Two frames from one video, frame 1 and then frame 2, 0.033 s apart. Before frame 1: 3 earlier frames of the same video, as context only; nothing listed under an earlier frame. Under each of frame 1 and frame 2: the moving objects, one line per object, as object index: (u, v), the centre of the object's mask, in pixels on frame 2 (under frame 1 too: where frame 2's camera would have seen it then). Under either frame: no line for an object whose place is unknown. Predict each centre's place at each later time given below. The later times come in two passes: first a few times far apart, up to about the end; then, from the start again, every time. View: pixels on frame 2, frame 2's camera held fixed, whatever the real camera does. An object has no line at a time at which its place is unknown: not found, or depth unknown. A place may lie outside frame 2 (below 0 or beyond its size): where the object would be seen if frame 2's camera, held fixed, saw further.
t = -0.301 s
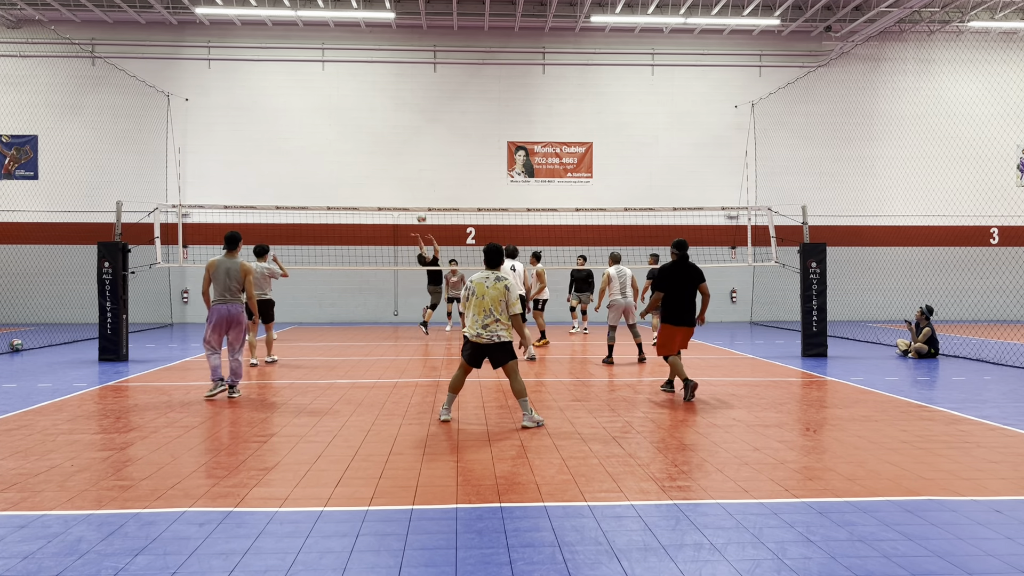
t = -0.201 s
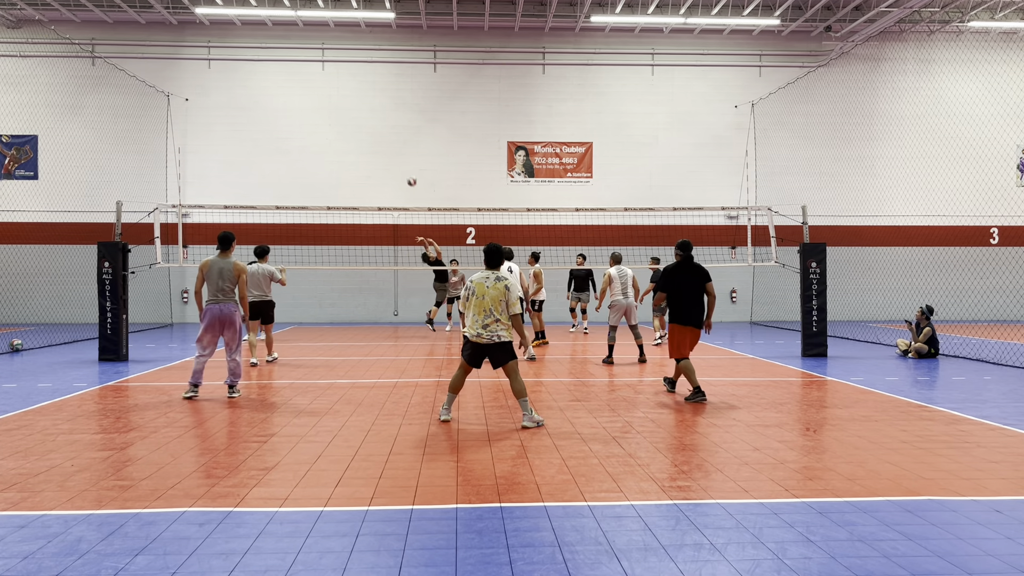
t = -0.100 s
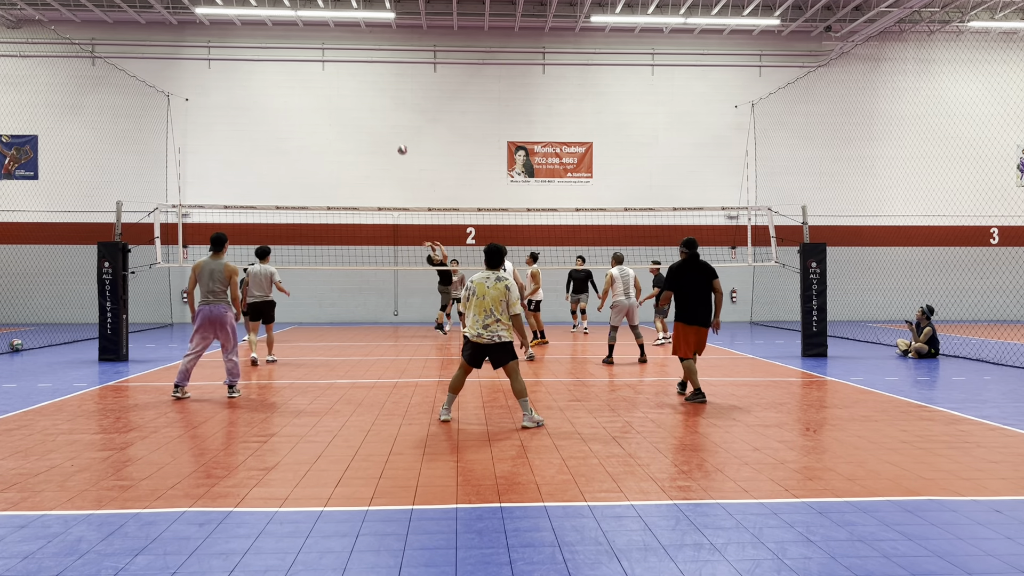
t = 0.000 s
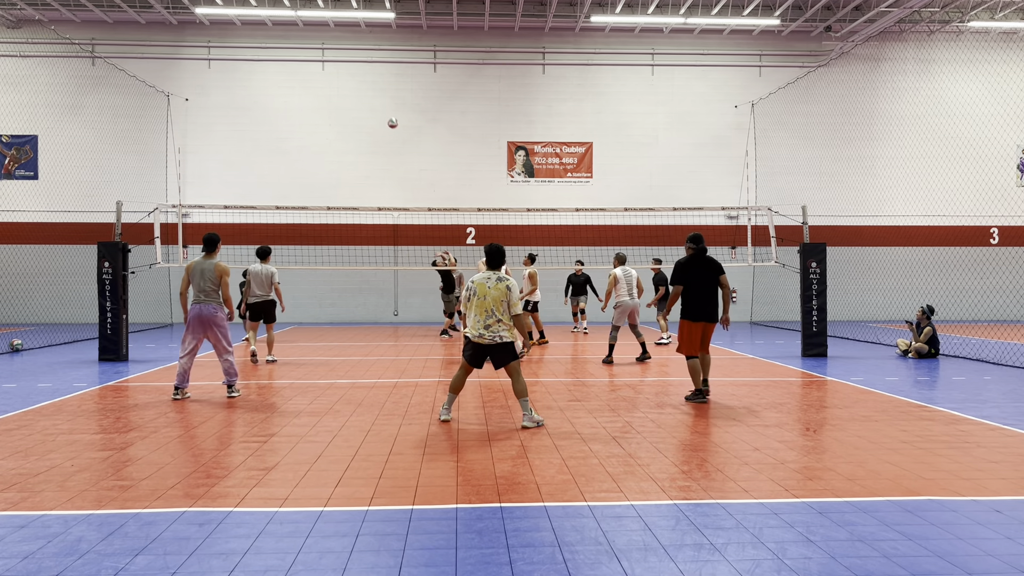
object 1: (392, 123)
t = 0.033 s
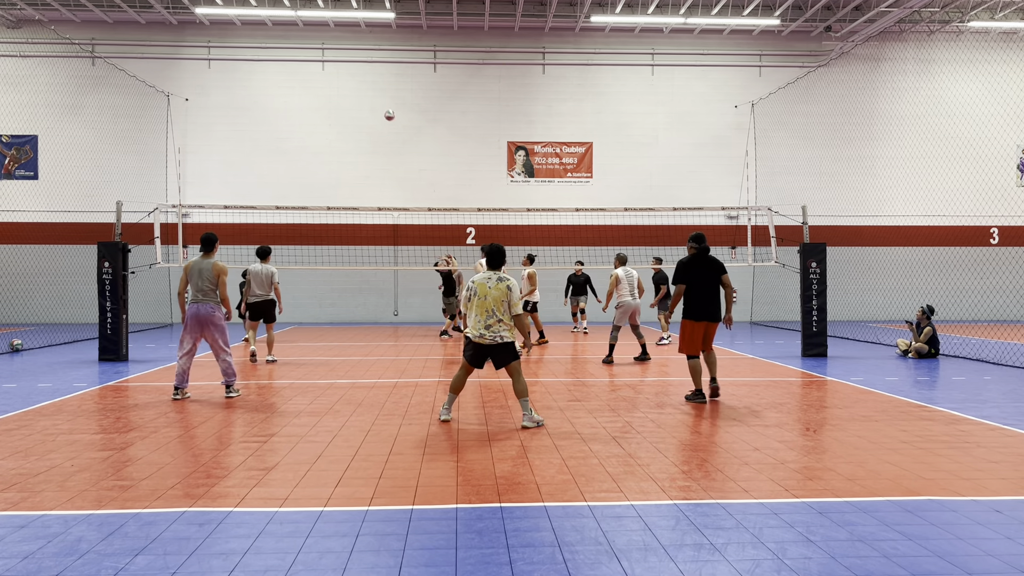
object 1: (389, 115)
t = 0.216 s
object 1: (372, 82)
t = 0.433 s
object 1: (350, 66)
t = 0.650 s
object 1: (328, 74)
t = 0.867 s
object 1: (307, 109)
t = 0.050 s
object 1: (388, 111)
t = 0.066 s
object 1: (386, 108)
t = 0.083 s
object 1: (385, 104)
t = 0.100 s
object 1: (383, 101)
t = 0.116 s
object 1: (381, 98)
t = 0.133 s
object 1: (380, 95)
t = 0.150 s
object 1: (378, 92)
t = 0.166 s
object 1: (376, 90)
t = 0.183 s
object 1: (375, 87)
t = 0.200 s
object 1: (373, 84)
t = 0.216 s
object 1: (372, 82)
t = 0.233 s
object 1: (370, 80)
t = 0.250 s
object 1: (368, 78)
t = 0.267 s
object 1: (367, 76)
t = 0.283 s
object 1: (365, 74)
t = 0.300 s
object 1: (364, 73)
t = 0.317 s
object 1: (362, 72)
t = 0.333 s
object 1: (360, 70)
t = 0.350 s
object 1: (359, 69)
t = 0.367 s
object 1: (357, 69)
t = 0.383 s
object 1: (355, 67)
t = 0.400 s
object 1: (354, 67)
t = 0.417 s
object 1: (352, 66)
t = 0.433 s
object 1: (350, 66)
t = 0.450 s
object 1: (349, 65)
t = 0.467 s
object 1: (347, 65)
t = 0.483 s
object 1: (346, 65)
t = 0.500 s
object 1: (344, 65)
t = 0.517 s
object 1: (342, 66)
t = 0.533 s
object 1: (340, 66)
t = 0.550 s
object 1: (339, 67)
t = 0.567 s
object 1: (337, 67)
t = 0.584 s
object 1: (335, 69)
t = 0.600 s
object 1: (334, 70)
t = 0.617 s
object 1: (332, 71)
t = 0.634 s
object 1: (330, 72)
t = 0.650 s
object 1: (328, 74)
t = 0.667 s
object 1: (327, 76)
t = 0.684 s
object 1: (325, 78)
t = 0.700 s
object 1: (323, 80)
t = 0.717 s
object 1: (322, 82)
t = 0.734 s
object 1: (320, 85)
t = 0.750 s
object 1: (318, 87)
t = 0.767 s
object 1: (317, 89)
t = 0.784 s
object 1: (315, 92)
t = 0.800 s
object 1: (314, 95)
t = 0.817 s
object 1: (312, 98)
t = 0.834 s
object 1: (310, 102)
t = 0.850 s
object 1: (309, 105)
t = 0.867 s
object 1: (307, 109)
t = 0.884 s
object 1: (305, 113)
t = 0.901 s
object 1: (303, 116)
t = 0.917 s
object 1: (302, 120)
